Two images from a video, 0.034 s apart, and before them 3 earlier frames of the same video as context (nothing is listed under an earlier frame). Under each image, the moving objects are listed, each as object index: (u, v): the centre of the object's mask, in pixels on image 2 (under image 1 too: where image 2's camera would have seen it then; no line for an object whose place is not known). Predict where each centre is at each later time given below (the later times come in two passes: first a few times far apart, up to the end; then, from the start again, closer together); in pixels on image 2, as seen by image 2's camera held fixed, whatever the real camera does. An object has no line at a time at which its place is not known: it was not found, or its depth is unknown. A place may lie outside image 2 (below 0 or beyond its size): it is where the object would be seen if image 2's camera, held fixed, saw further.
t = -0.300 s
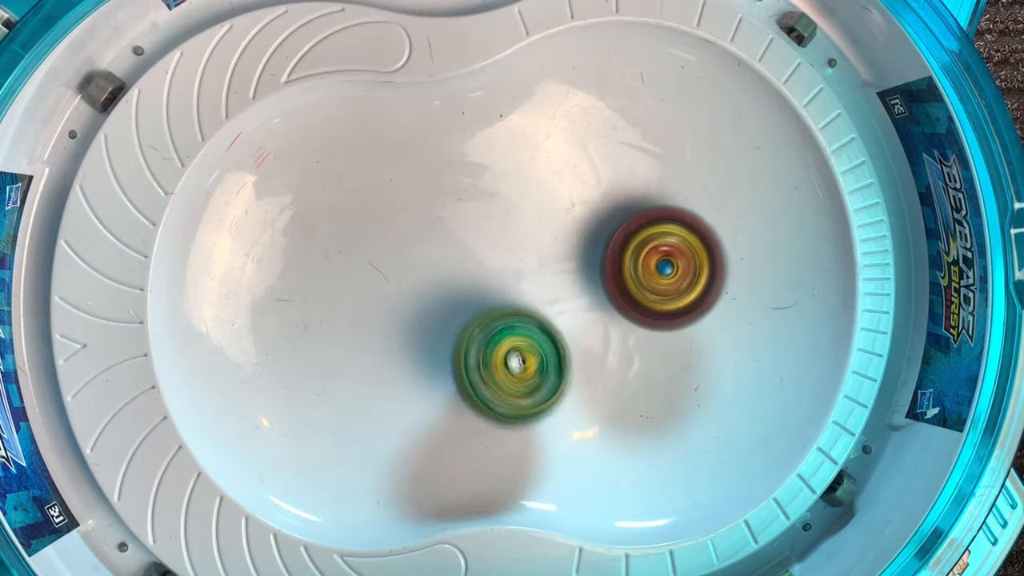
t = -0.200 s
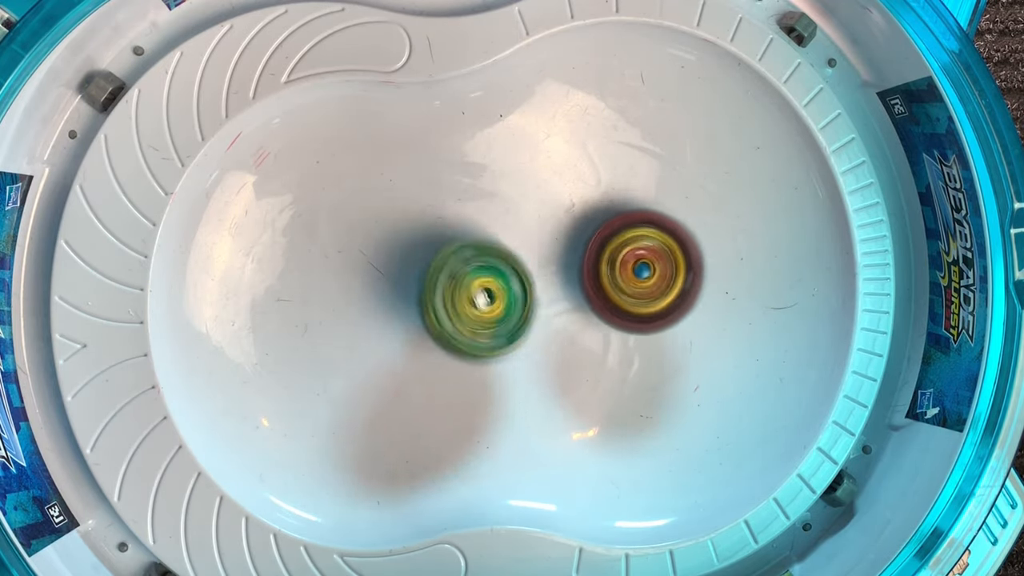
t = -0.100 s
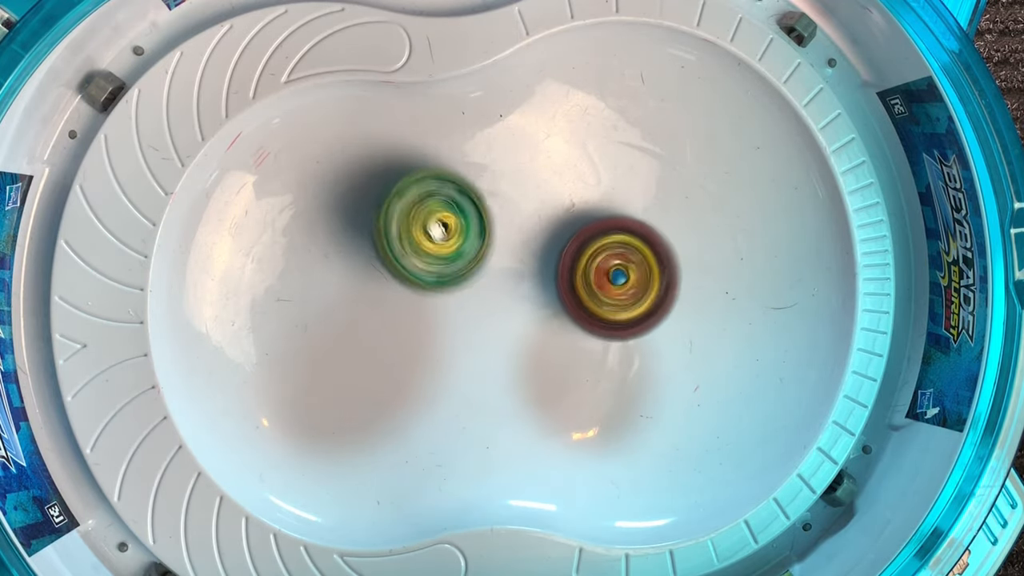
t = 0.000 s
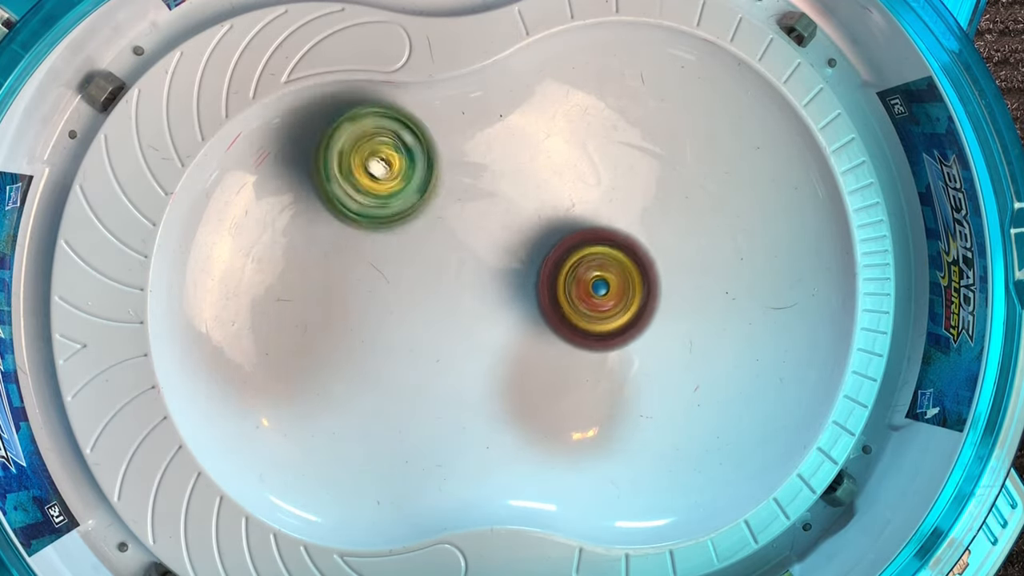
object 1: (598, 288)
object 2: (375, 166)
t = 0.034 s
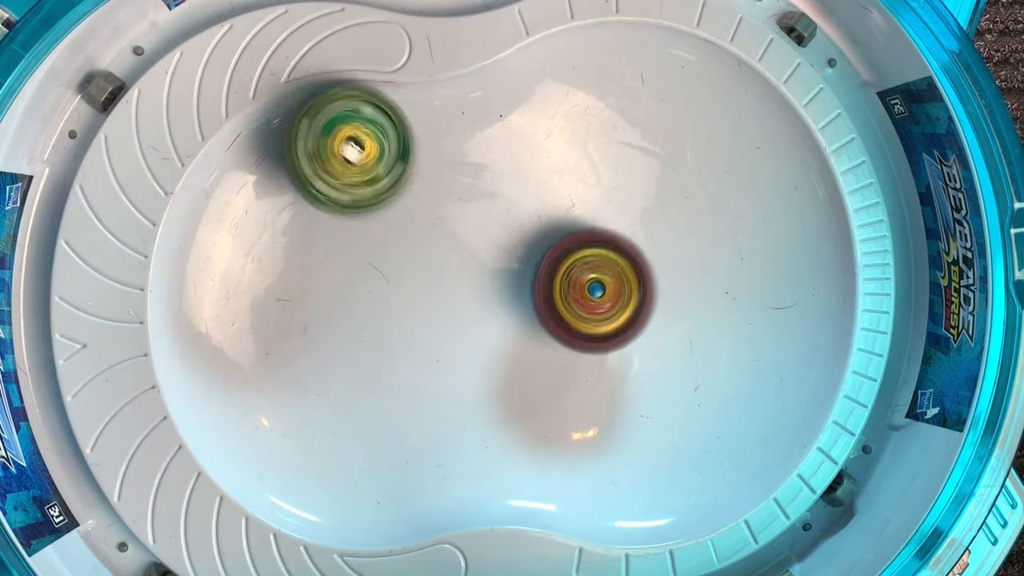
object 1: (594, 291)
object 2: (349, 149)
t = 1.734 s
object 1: (587, 354)
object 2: (319, 265)
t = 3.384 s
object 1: (592, 289)
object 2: (469, 317)
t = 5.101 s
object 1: (621, 267)
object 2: (414, 352)
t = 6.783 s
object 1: (590, 238)
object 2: (350, 348)
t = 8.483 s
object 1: (637, 245)
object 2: (472, 353)
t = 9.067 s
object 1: (616, 260)
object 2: (489, 268)
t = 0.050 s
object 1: (591, 292)
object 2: (338, 142)
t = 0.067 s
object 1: (590, 292)
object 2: (325, 140)
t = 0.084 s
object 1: (587, 293)
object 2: (310, 138)
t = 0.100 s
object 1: (586, 293)
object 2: (298, 140)
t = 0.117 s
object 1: (583, 293)
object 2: (285, 148)
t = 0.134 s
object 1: (581, 293)
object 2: (270, 154)
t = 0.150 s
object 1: (579, 293)
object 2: (260, 165)
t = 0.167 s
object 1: (577, 293)
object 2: (250, 181)
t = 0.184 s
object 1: (575, 293)
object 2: (242, 192)
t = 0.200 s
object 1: (573, 292)
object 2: (241, 207)
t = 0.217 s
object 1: (571, 292)
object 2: (240, 224)
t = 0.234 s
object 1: (569, 291)
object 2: (240, 236)
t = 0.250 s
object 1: (567, 290)
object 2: (247, 249)
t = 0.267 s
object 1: (564, 289)
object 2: (253, 264)
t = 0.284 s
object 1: (562, 288)
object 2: (260, 275)
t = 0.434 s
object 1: (540, 275)
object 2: (360, 361)
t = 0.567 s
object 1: (525, 262)
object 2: (469, 418)
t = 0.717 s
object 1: (508, 252)
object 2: (610, 454)
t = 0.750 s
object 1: (505, 251)
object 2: (644, 457)
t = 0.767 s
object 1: (503, 250)
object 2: (658, 458)
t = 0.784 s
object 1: (502, 249)
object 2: (672, 454)
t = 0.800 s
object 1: (500, 249)
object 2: (689, 451)
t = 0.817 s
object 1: (499, 249)
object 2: (702, 447)
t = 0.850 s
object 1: (497, 249)
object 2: (728, 430)
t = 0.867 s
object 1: (496, 250)
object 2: (739, 421)
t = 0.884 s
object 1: (494, 249)
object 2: (747, 410)
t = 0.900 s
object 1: (494, 250)
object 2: (757, 396)
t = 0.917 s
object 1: (492, 251)
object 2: (764, 385)
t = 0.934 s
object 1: (492, 251)
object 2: (768, 371)
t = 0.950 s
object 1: (490, 252)
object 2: (774, 356)
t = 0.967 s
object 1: (491, 253)
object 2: (778, 342)
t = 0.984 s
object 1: (490, 255)
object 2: (777, 328)
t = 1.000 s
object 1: (489, 255)
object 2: (778, 311)
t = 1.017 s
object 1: (489, 258)
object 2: (777, 297)
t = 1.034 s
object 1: (489, 258)
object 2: (772, 282)
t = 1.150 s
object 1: (491, 272)
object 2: (713, 189)
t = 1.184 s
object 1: (493, 276)
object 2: (690, 172)
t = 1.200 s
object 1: (494, 279)
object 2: (676, 163)
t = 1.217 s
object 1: (495, 281)
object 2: (664, 156)
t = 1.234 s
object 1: (498, 284)
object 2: (649, 151)
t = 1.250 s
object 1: (499, 286)
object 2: (634, 146)
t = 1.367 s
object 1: (513, 306)
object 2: (546, 149)
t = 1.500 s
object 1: (534, 330)
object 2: (450, 185)
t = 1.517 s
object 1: (537, 332)
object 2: (438, 189)
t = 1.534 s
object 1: (540, 335)
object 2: (428, 194)
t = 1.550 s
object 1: (543, 337)
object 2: (415, 200)
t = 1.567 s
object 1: (547, 339)
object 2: (404, 204)
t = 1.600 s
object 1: (554, 343)
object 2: (385, 217)
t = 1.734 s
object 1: (587, 354)
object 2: (319, 265)
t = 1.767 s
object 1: (596, 356)
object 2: (305, 282)
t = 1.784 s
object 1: (600, 356)
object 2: (299, 288)
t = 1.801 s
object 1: (605, 357)
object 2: (296, 297)
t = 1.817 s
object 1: (608, 357)
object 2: (290, 307)
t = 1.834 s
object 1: (613, 358)
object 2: (286, 314)
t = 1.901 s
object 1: (628, 356)
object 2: (278, 349)
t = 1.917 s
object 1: (631, 356)
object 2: (278, 360)
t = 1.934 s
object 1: (634, 355)
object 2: (277, 368)
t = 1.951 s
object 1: (637, 354)
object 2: (279, 374)
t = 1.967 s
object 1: (639, 352)
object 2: (283, 384)
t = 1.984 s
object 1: (642, 349)
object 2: (284, 390)
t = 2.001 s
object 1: (645, 347)
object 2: (288, 395)
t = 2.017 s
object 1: (647, 344)
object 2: (295, 401)
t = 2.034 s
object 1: (650, 343)
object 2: (300, 407)
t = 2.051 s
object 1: (651, 340)
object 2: (306, 410)
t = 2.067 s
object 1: (653, 338)
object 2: (315, 414)
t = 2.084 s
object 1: (654, 335)
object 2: (322, 417)
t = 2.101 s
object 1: (655, 332)
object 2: (329, 417)
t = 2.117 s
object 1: (656, 329)
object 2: (338, 417)
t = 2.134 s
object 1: (657, 325)
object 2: (346, 417)
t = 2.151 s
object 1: (658, 322)
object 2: (351, 414)
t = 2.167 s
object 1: (659, 318)
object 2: (360, 410)
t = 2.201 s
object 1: (660, 311)
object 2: (374, 405)
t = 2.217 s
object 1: (661, 307)
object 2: (381, 398)
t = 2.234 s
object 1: (662, 304)
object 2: (389, 394)
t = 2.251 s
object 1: (662, 301)
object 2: (395, 389)
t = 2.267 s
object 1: (661, 299)
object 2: (401, 382)
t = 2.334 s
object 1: (661, 288)
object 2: (429, 359)
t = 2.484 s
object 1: (654, 260)
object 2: (485, 312)
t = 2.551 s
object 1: (648, 249)
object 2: (513, 295)
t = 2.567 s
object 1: (647, 246)
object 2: (519, 292)
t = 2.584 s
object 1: (645, 244)
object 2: (524, 288)
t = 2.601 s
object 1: (646, 241)
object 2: (526, 283)
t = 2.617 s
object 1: (654, 238)
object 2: (521, 278)
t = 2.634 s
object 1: (661, 237)
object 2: (517, 278)
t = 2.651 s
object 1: (666, 235)
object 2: (511, 277)
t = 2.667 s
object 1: (670, 234)
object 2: (507, 273)
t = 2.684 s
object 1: (672, 233)
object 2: (505, 273)
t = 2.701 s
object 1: (673, 231)
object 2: (501, 272)
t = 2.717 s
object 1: (673, 229)
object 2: (497, 270)
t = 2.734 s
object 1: (672, 227)
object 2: (495, 268)
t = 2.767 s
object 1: (671, 224)
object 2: (488, 267)
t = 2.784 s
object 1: (671, 223)
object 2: (485, 265)
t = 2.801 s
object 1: (671, 222)
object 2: (484, 264)
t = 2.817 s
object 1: (669, 222)
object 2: (481, 264)
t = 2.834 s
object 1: (668, 222)
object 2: (478, 263)
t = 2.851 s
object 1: (667, 222)
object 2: (476, 262)
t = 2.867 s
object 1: (665, 222)
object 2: (474, 262)
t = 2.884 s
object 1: (663, 223)
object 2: (472, 263)
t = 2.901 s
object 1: (661, 223)
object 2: (469, 262)
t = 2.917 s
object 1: (659, 223)
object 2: (468, 261)
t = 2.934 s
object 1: (657, 224)
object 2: (467, 262)
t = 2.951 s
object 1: (656, 224)
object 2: (465, 263)
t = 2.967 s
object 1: (654, 225)
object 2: (463, 263)
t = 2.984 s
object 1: (651, 227)
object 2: (463, 263)
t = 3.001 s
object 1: (649, 228)
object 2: (462, 265)
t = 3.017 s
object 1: (646, 230)
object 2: (459, 266)
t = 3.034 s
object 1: (644, 232)
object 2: (458, 267)
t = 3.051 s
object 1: (642, 233)
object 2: (459, 268)
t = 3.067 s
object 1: (639, 235)
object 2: (458, 270)
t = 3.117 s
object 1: (631, 242)
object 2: (456, 275)
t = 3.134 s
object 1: (628, 244)
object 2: (456, 279)
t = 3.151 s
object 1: (625, 246)
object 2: (455, 281)
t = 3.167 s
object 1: (622, 249)
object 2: (455, 282)
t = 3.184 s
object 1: (620, 252)
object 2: (457, 284)
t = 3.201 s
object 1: (617, 255)
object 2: (458, 288)
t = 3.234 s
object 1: (612, 262)
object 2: (458, 291)
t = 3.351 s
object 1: (596, 284)
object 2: (464, 312)
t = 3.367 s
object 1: (594, 287)
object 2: (466, 313)
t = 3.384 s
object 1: (592, 289)
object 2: (469, 317)
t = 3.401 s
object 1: (592, 291)
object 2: (468, 320)
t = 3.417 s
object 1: (596, 294)
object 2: (462, 320)
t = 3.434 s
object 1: (600, 296)
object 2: (460, 321)
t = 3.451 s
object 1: (604, 299)
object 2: (458, 324)
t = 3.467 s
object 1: (606, 301)
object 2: (454, 328)
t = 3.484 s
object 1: (607, 303)
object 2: (450, 330)
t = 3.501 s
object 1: (608, 305)
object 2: (446, 331)
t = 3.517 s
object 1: (609, 306)
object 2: (443, 331)
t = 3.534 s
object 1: (610, 307)
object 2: (440, 331)
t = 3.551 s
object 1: (611, 309)
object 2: (437, 331)
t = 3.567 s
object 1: (611, 309)
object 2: (433, 332)
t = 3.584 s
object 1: (612, 309)
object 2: (430, 332)
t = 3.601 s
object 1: (613, 309)
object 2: (427, 331)
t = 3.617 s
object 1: (613, 309)
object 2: (423, 330)
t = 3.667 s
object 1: (615, 308)
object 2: (416, 326)
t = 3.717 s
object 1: (617, 307)
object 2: (408, 319)
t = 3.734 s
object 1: (618, 306)
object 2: (405, 317)
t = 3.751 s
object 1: (619, 306)
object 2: (402, 314)
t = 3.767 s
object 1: (619, 306)
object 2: (400, 311)
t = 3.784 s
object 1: (620, 305)
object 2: (399, 308)
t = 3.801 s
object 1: (621, 304)
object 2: (397, 306)
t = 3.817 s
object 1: (622, 304)
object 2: (394, 303)
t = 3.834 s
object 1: (622, 303)
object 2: (391, 299)
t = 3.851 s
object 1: (622, 303)
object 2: (390, 295)
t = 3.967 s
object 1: (624, 299)
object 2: (379, 273)
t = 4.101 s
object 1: (624, 296)
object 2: (372, 256)
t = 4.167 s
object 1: (627, 293)
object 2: (369, 253)
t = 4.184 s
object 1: (628, 292)
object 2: (369, 252)
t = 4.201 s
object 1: (628, 290)
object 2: (370, 251)
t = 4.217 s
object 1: (629, 289)
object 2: (369, 252)
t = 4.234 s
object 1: (630, 288)
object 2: (369, 255)
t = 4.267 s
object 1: (632, 286)
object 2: (368, 257)
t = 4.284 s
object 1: (633, 284)
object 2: (369, 258)
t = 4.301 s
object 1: (634, 283)
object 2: (370, 262)
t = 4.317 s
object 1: (634, 282)
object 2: (367, 263)
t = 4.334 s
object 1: (635, 280)
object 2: (369, 265)
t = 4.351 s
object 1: (636, 279)
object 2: (370, 268)
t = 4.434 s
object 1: (638, 272)
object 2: (372, 286)
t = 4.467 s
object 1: (639, 271)
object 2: (373, 294)
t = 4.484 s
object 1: (639, 269)
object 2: (374, 297)
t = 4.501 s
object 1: (640, 268)
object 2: (376, 301)
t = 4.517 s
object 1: (639, 267)
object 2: (376, 306)
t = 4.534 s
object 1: (640, 267)
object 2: (376, 310)
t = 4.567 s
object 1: (639, 265)
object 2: (379, 317)
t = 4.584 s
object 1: (639, 265)
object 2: (380, 323)
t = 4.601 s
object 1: (639, 264)
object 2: (380, 327)
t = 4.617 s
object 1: (638, 263)
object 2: (381, 330)
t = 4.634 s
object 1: (637, 263)
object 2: (382, 333)
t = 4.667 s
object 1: (637, 262)
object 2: (385, 342)
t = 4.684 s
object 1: (636, 262)
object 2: (385, 345)
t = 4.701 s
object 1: (636, 261)
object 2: (386, 347)
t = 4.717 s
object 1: (635, 261)
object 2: (388, 350)
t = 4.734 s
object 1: (635, 261)
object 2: (388, 354)
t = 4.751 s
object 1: (634, 261)
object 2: (388, 357)
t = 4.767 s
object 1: (634, 261)
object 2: (388, 358)
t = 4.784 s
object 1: (633, 261)
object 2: (390, 359)
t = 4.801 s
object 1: (633, 261)
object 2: (392, 362)
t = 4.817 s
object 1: (632, 261)
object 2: (392, 365)
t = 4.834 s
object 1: (631, 261)
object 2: (392, 365)
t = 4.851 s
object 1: (631, 261)
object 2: (394, 365)
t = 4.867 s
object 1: (630, 261)
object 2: (395, 367)
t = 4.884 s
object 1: (629, 262)
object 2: (396, 369)
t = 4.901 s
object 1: (629, 262)
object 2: (396, 369)
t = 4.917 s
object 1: (628, 262)
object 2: (398, 368)
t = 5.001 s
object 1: (625, 263)
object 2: (404, 363)
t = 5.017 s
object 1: (625, 264)
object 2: (406, 362)
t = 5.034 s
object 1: (624, 264)
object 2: (407, 361)
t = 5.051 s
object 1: (623, 264)
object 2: (407, 358)
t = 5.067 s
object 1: (623, 265)
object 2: (409, 355)
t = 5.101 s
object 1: (621, 267)
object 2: (414, 352)
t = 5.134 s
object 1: (619, 268)
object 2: (416, 344)
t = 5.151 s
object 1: (618, 268)
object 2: (419, 340)
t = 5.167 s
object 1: (617, 268)
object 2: (421, 338)
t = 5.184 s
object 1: (617, 269)
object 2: (423, 336)
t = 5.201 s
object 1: (616, 270)
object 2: (425, 332)
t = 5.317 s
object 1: (613, 274)
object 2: (444, 309)
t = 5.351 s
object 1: (612, 276)
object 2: (448, 303)
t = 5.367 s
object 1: (612, 276)
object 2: (452, 300)
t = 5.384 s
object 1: (611, 277)
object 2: (456, 298)
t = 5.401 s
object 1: (611, 278)
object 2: (459, 296)
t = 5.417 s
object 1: (612, 278)
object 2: (461, 294)
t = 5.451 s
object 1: (611, 280)
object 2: (470, 289)
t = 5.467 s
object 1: (611, 280)
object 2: (475, 289)
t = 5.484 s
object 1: (611, 281)
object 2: (478, 288)
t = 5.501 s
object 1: (611, 281)
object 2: (483, 286)
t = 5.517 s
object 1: (612, 282)
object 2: (488, 285)
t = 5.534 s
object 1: (615, 284)
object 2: (488, 284)
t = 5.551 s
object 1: (623, 288)
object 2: (482, 275)
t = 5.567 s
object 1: (633, 291)
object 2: (479, 272)
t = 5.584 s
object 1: (639, 294)
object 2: (475, 272)
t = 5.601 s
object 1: (646, 297)
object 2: (469, 270)
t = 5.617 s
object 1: (650, 298)
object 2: (465, 266)
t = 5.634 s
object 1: (652, 299)
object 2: (461, 264)
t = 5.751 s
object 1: (670, 303)
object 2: (432, 246)
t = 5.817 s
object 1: (674, 303)
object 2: (419, 239)
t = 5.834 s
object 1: (674, 303)
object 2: (417, 237)
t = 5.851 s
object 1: (675, 302)
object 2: (415, 236)
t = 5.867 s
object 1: (675, 303)
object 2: (413, 236)
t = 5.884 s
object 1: (674, 302)
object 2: (410, 236)
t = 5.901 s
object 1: (674, 301)
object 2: (406, 236)
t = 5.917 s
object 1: (674, 302)
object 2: (404, 235)
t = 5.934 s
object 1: (672, 302)
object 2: (402, 236)
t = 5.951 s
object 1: (672, 301)
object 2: (401, 237)
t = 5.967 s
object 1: (670, 301)
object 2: (398, 239)
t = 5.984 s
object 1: (668, 301)
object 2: (396, 241)
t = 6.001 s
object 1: (667, 300)
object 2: (394, 242)
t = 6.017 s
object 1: (665, 301)
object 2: (391, 244)
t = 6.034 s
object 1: (663, 300)
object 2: (391, 248)
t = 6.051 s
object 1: (661, 299)
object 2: (389, 251)
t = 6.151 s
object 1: (645, 297)
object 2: (381, 272)
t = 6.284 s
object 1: (622, 289)
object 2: (373, 307)
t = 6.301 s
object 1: (619, 288)
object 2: (372, 311)
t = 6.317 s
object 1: (615, 286)
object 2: (370, 315)
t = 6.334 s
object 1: (613, 285)
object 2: (370, 319)
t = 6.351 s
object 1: (611, 283)
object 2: (369, 324)
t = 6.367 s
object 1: (609, 281)
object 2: (367, 329)
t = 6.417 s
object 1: (602, 276)
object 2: (364, 336)
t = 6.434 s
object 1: (601, 275)
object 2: (363, 340)
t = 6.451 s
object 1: (598, 272)
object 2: (362, 344)
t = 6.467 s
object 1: (596, 270)
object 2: (359, 346)
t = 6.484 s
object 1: (595, 267)
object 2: (357, 347)
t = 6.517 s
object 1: (593, 264)
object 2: (357, 350)
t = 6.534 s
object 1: (592, 261)
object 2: (355, 354)
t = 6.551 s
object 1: (590, 260)
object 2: (353, 355)
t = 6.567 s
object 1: (589, 257)
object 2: (352, 356)
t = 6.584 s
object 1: (589, 253)
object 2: (351, 356)
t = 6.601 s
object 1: (589, 252)
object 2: (350, 357)
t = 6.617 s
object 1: (589, 250)
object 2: (349, 359)
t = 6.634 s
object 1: (587, 249)
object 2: (348, 358)
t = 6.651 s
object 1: (588, 246)
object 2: (347, 357)
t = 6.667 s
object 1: (587, 245)
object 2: (348, 356)
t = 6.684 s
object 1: (587, 243)
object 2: (348, 357)
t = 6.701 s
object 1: (588, 241)
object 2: (348, 357)
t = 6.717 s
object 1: (587, 241)
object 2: (347, 356)
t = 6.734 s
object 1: (588, 240)
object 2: (346, 353)
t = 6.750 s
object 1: (588, 239)
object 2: (348, 350)
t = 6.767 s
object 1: (589, 240)
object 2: (349, 349)
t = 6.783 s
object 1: (590, 238)
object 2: (350, 348)
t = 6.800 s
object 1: (590, 238)
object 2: (350, 346)
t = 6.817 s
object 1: (591, 239)
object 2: (350, 342)
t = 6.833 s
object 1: (592, 239)
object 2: (352, 340)
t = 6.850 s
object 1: (593, 239)
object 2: (355, 338)
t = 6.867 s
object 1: (595, 240)
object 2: (356, 336)
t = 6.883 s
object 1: (596, 241)
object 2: (356, 333)
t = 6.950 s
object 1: (603, 245)
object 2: (365, 321)
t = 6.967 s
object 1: (604, 247)
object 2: (366, 318)
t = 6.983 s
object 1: (607, 248)
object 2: (367, 315)
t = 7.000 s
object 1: (609, 250)
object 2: (371, 311)
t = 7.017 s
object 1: (611, 251)
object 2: (374, 309)
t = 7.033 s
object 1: (614, 254)
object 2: (377, 308)
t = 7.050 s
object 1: (615, 256)
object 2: (378, 306)
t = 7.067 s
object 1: (617, 258)
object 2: (381, 303)
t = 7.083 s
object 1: (619, 260)
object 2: (385, 300)
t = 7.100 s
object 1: (621, 264)
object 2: (388, 299)
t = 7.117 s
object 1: (622, 266)
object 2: (392, 298)
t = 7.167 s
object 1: (626, 273)
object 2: (403, 294)
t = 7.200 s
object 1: (629, 278)
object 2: (410, 295)
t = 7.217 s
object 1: (630, 281)
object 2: (411, 295)
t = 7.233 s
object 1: (631, 282)
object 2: (415, 295)
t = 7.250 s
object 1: (631, 285)
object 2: (420, 294)
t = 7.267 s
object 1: (632, 287)
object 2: (425, 296)
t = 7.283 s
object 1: (633, 289)
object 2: (429, 299)
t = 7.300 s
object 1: (633, 292)
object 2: (432, 301)
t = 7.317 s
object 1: (633, 294)
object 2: (435, 302)
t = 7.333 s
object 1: (632, 296)
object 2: (439, 303)
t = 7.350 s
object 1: (631, 298)
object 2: (445, 305)
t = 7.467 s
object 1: (626, 312)
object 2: (476, 326)
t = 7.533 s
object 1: (621, 318)
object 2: (493, 340)
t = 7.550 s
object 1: (621, 320)
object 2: (497, 344)
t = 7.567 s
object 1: (619, 320)
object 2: (502, 347)
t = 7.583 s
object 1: (623, 323)
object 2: (499, 347)
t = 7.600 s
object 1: (631, 326)
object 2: (493, 342)
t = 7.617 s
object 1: (638, 328)
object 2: (493, 340)
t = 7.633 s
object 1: (644, 330)
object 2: (491, 342)
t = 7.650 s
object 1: (649, 331)
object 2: (486, 343)
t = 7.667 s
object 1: (651, 334)
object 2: (478, 342)
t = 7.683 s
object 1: (652, 334)
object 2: (473, 337)
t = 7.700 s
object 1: (652, 334)
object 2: (470, 332)
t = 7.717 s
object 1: (652, 334)
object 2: (467, 328)
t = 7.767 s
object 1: (653, 330)
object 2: (458, 320)
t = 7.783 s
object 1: (654, 331)
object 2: (452, 316)
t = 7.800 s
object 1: (654, 332)
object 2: (448, 310)
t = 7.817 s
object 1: (653, 331)
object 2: (445, 305)
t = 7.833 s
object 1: (654, 330)
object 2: (441, 298)
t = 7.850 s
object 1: (654, 330)
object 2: (439, 292)
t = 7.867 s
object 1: (653, 329)
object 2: (436, 284)
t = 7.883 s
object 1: (652, 327)
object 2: (436, 277)
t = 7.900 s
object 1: (654, 327)
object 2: (436, 271)
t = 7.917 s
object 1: (653, 326)
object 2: (437, 266)
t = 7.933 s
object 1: (652, 325)
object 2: (437, 262)
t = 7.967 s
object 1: (652, 321)
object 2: (435, 254)
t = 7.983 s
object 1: (651, 320)
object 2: (434, 249)
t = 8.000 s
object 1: (650, 317)
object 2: (434, 244)
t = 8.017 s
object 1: (650, 314)
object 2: (435, 238)
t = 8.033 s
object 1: (650, 313)
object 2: (437, 235)
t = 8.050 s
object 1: (649, 310)
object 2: (439, 232)
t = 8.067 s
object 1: (647, 308)
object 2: (442, 230)
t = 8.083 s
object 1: (647, 304)
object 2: (444, 230)
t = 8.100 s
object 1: (646, 303)
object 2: (444, 231)
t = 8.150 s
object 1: (644, 294)
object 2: (447, 235)
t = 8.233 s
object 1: (640, 281)
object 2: (457, 248)
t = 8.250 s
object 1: (640, 278)
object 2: (461, 254)
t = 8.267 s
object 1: (638, 274)
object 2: (464, 262)
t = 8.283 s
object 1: (639, 272)
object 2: (465, 271)
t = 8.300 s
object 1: (639, 270)
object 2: (465, 278)
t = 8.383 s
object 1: (638, 258)
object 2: (472, 309)
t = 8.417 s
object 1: (638, 254)
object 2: (474, 325)
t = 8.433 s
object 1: (637, 251)
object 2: (475, 333)
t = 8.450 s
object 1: (637, 250)
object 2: (475, 340)
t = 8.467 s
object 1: (637, 246)
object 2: (474, 347)
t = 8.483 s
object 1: (637, 245)
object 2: (472, 353)
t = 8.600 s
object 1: (638, 235)
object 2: (471, 373)
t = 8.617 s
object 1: (637, 236)
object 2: (470, 375)
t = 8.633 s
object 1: (636, 235)
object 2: (466, 376)
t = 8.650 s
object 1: (635, 234)
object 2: (464, 374)
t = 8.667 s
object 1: (636, 233)
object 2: (462, 371)
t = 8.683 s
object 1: (635, 234)
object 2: (461, 367)
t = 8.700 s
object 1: (634, 234)
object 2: (461, 363)
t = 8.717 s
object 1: (633, 233)
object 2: (460, 360)
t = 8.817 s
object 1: (630, 234)
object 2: (459, 336)
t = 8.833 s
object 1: (629, 235)
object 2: (458, 331)
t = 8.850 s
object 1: (628, 236)
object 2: (458, 325)
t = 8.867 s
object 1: (627, 237)
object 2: (459, 319)
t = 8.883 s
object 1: (625, 239)
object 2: (460, 311)
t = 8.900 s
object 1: (624, 240)
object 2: (464, 304)
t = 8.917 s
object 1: (623, 241)
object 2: (467, 299)
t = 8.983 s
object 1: (617, 248)
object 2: (478, 284)
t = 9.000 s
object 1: (615, 251)
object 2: (482, 279)
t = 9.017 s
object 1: (613, 253)
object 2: (486, 276)
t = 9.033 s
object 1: (614, 255)
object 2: (487, 273)
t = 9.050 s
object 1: (615, 257)
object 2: (489, 270)
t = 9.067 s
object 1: (616, 260)
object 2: (489, 268)
